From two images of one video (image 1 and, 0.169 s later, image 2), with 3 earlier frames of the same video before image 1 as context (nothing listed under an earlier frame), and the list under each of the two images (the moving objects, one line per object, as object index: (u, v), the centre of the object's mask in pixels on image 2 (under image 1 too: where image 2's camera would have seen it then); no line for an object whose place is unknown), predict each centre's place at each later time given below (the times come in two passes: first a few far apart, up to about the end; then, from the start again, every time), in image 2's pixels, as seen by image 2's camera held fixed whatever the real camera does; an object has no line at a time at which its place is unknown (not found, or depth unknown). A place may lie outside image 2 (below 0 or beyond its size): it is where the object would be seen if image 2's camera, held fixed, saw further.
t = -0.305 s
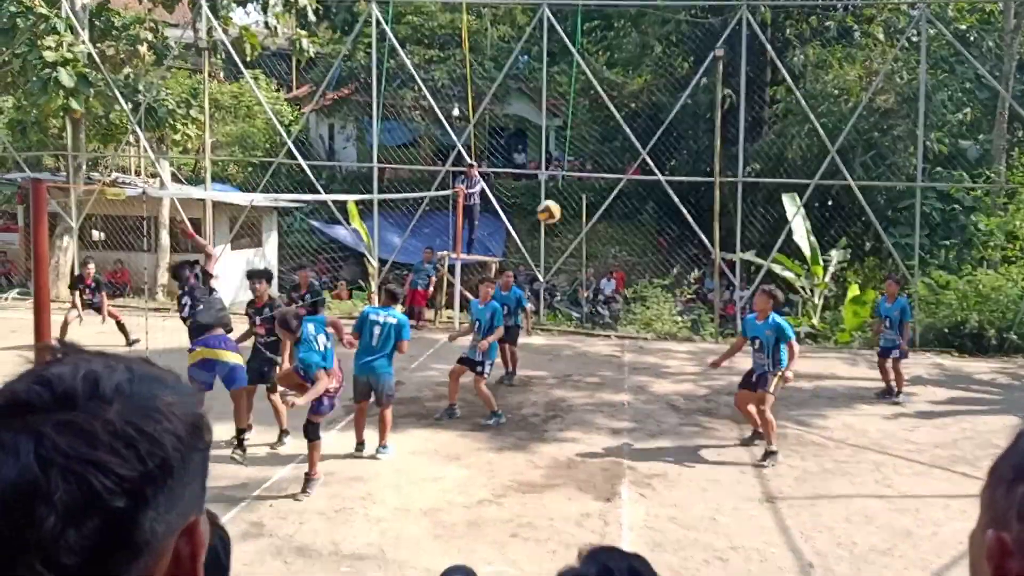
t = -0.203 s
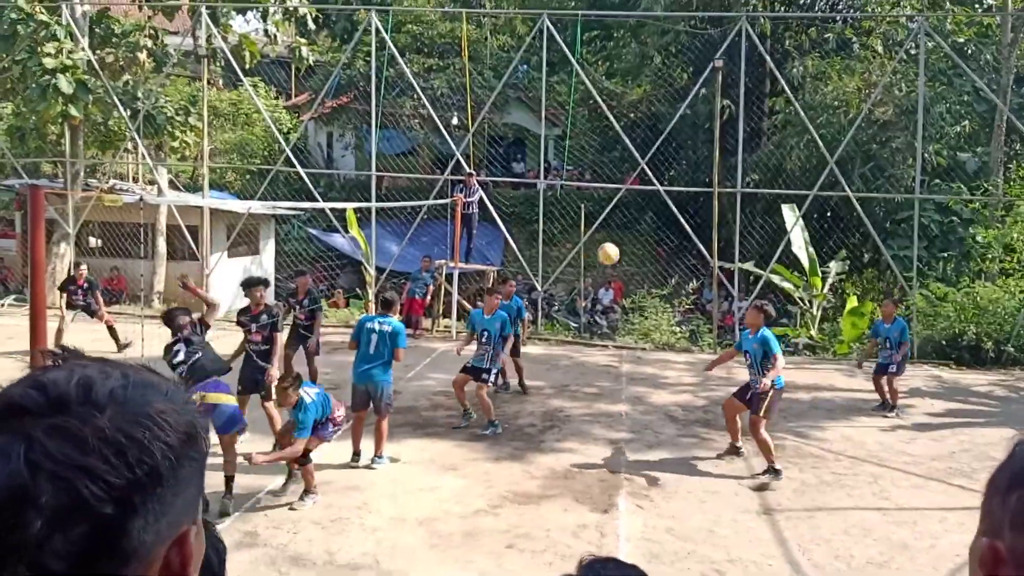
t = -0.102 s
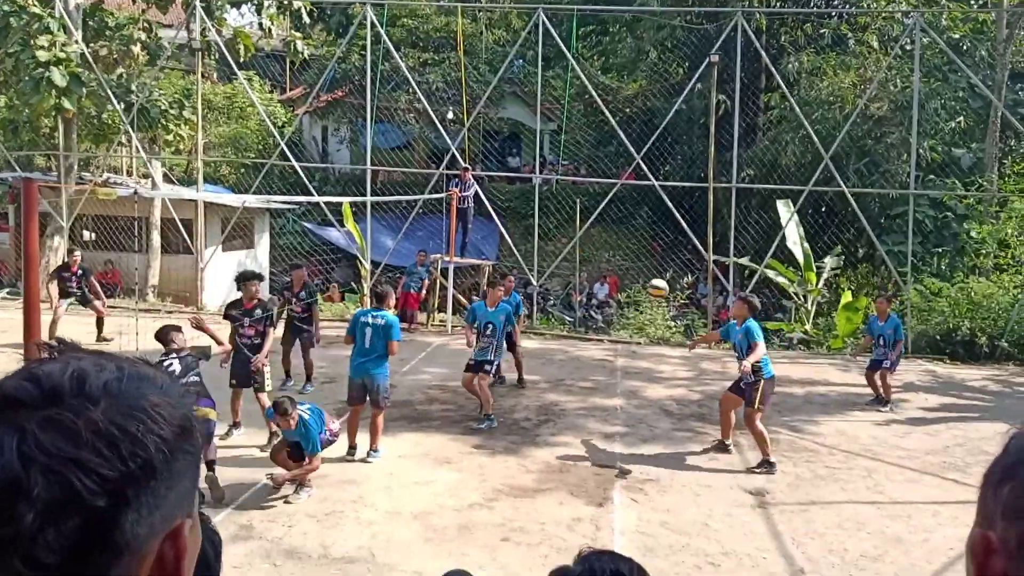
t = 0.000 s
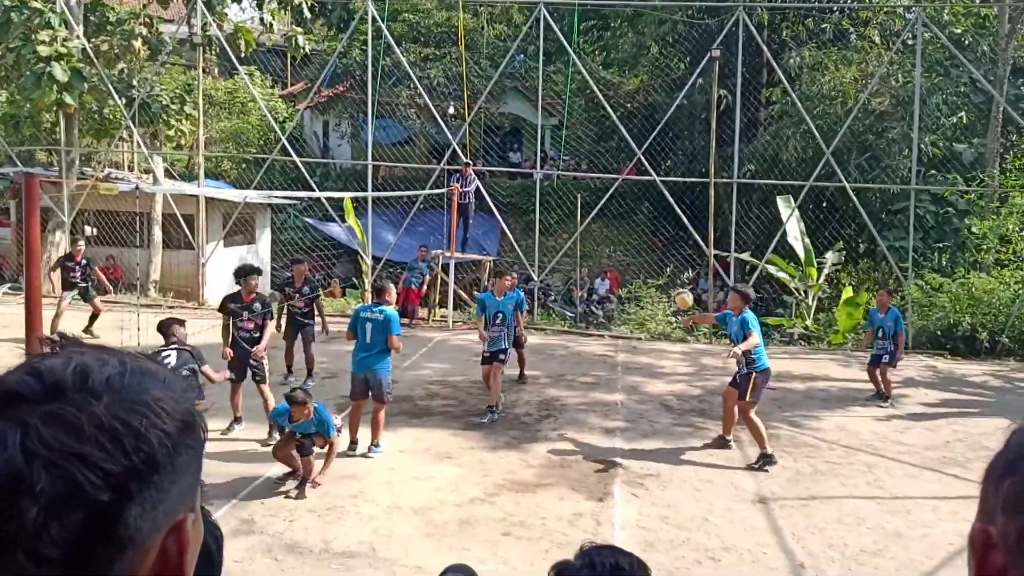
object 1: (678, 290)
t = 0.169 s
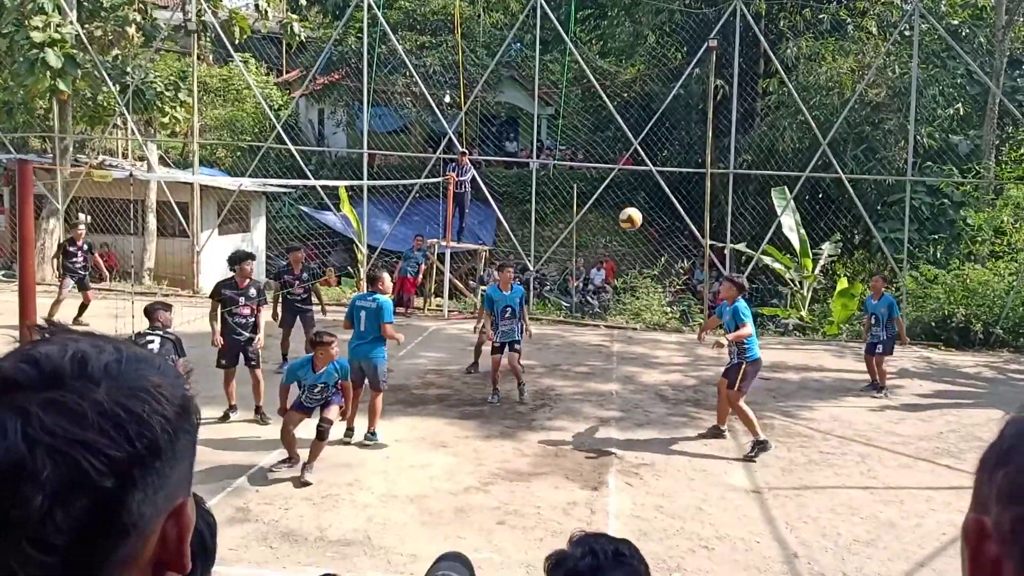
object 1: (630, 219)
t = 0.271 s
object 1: (598, 186)
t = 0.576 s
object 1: (478, 143)
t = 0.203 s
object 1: (620, 207)
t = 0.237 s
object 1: (609, 196)
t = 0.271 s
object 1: (598, 186)
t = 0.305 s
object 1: (587, 177)
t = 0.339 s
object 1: (575, 169)
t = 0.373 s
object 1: (563, 162)
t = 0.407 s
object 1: (550, 155)
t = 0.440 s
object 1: (536, 150)
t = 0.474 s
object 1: (523, 147)
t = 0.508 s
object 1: (508, 144)
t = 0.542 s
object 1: (493, 143)
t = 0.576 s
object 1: (478, 143)
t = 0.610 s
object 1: (462, 144)
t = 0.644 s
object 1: (446, 148)
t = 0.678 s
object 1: (430, 153)
